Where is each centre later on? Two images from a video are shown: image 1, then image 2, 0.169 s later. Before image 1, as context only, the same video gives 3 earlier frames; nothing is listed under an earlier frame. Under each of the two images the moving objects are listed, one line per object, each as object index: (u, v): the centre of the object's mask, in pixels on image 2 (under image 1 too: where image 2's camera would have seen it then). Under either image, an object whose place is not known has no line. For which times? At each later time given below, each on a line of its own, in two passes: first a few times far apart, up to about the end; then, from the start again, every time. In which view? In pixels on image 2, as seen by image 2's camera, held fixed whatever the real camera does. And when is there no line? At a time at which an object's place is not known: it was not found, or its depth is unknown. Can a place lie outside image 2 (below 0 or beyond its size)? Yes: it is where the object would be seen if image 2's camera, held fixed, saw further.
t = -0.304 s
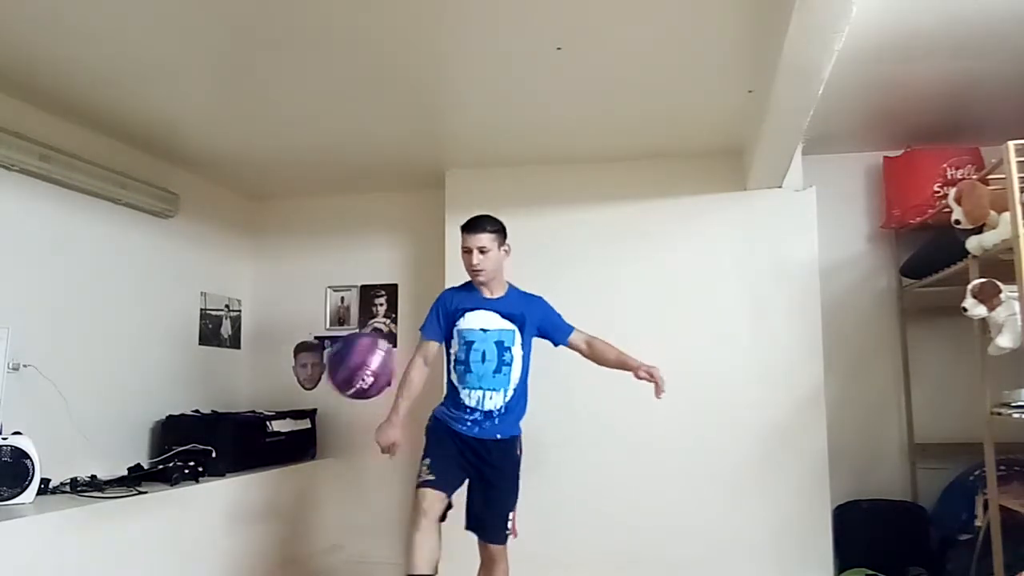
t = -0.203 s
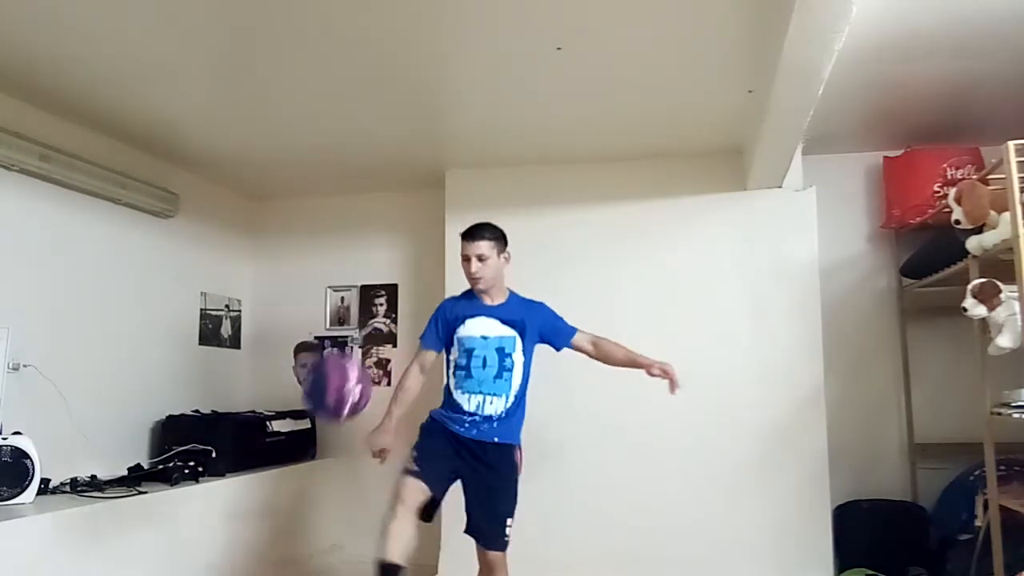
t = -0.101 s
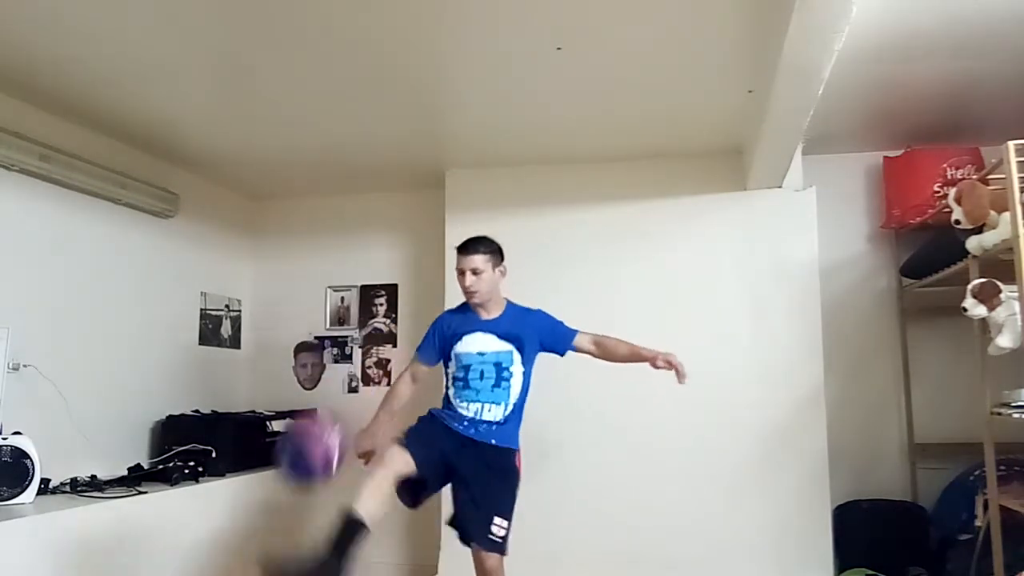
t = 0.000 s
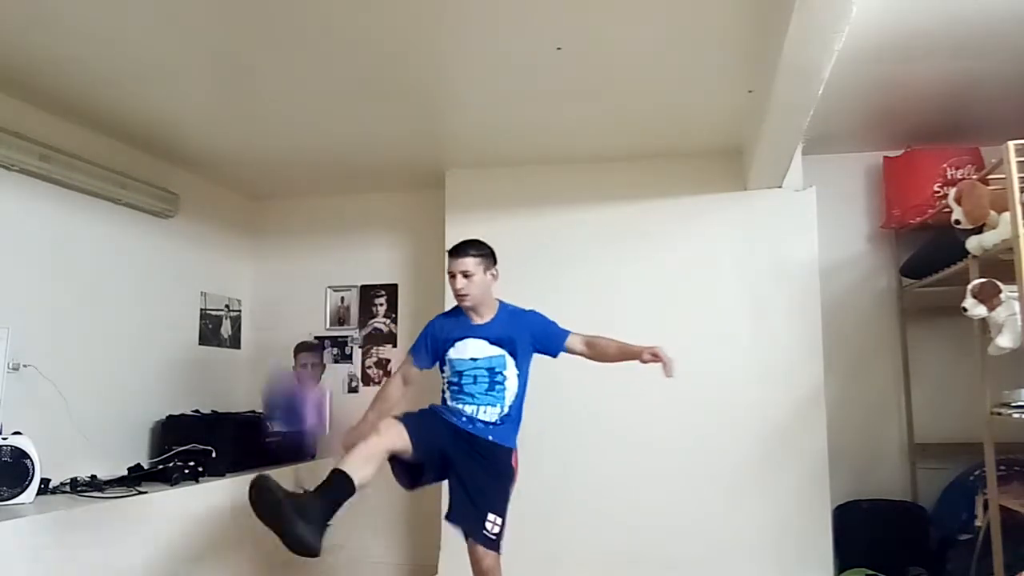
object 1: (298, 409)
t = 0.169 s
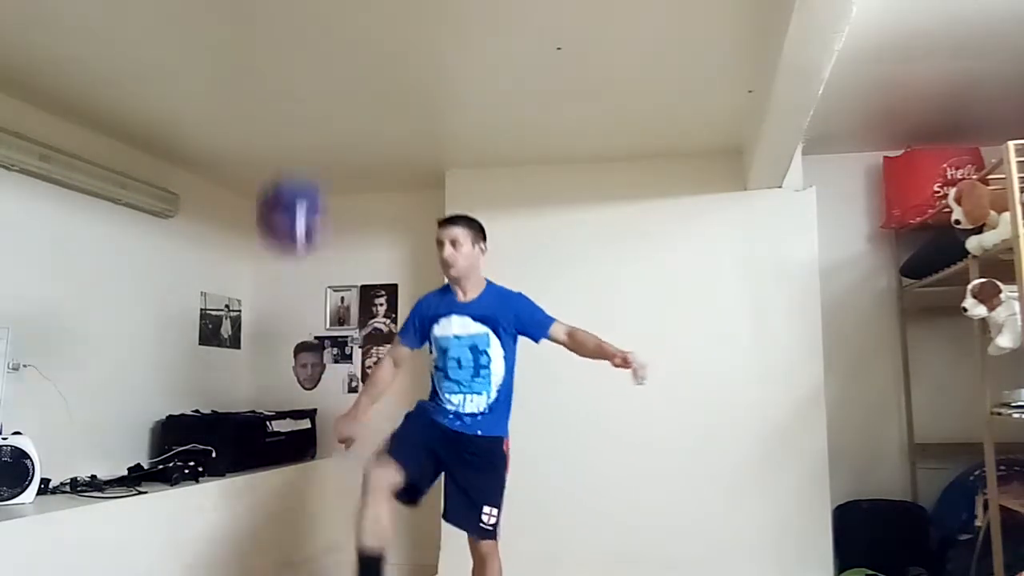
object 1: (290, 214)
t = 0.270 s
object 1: (286, 140)
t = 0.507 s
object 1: (266, 101)
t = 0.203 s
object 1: (289, 186)
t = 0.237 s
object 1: (287, 161)
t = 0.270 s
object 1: (286, 140)
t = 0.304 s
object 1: (283, 122)
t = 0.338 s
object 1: (281, 109)
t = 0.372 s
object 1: (278, 99)
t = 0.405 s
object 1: (275, 94)
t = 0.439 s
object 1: (272, 92)
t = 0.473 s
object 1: (269, 95)
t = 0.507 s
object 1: (266, 101)
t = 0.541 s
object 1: (263, 113)
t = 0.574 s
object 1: (258, 130)
